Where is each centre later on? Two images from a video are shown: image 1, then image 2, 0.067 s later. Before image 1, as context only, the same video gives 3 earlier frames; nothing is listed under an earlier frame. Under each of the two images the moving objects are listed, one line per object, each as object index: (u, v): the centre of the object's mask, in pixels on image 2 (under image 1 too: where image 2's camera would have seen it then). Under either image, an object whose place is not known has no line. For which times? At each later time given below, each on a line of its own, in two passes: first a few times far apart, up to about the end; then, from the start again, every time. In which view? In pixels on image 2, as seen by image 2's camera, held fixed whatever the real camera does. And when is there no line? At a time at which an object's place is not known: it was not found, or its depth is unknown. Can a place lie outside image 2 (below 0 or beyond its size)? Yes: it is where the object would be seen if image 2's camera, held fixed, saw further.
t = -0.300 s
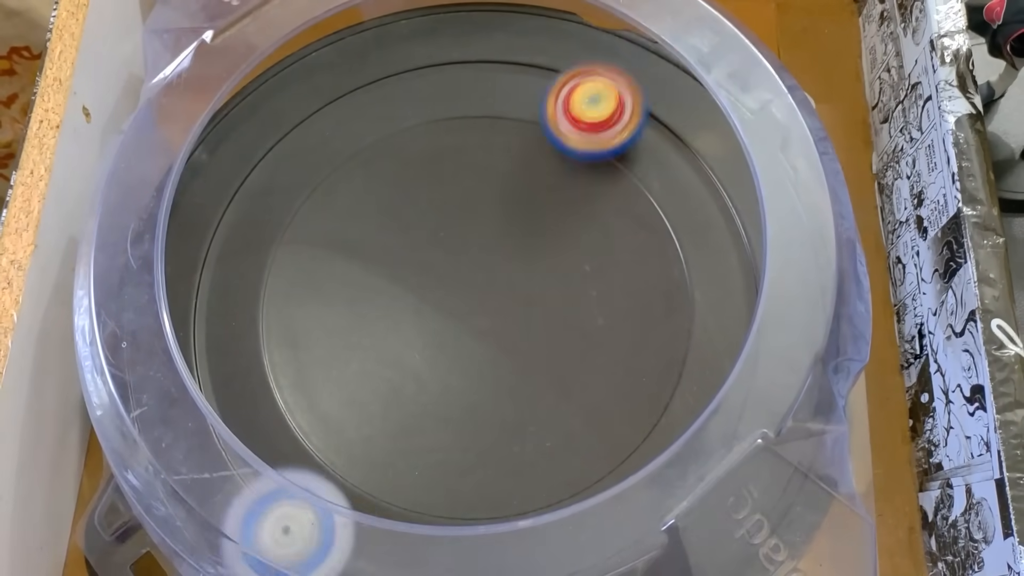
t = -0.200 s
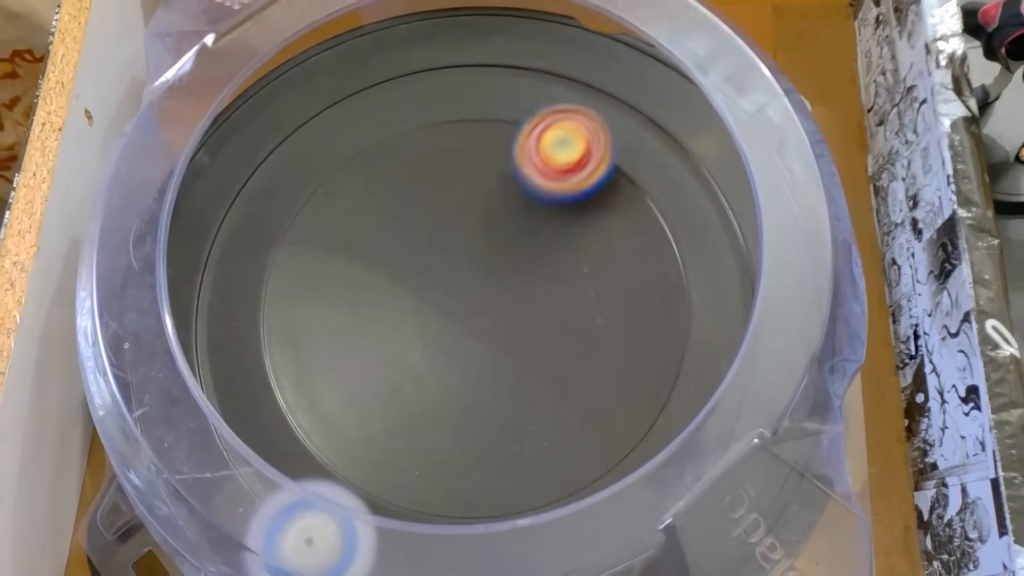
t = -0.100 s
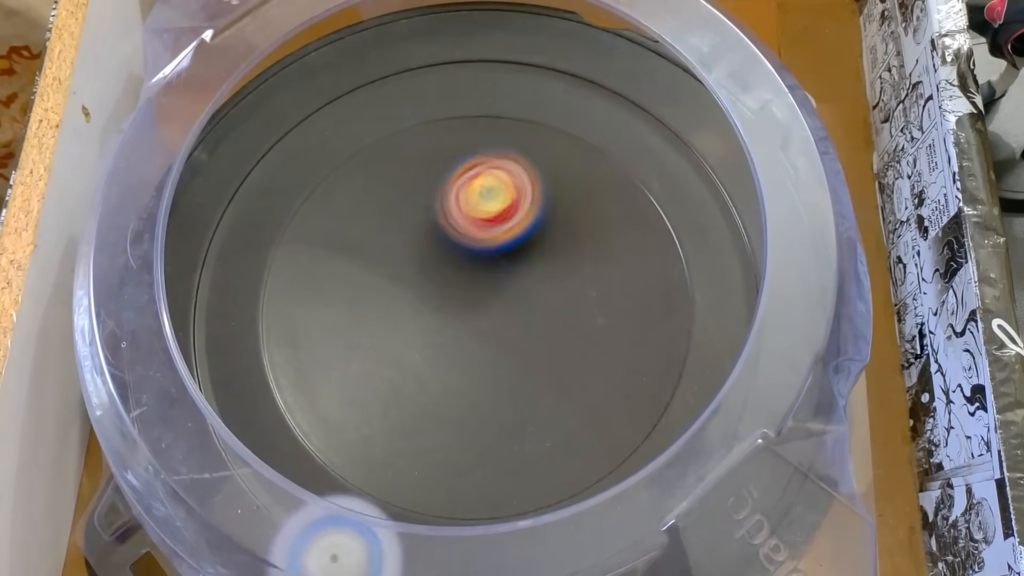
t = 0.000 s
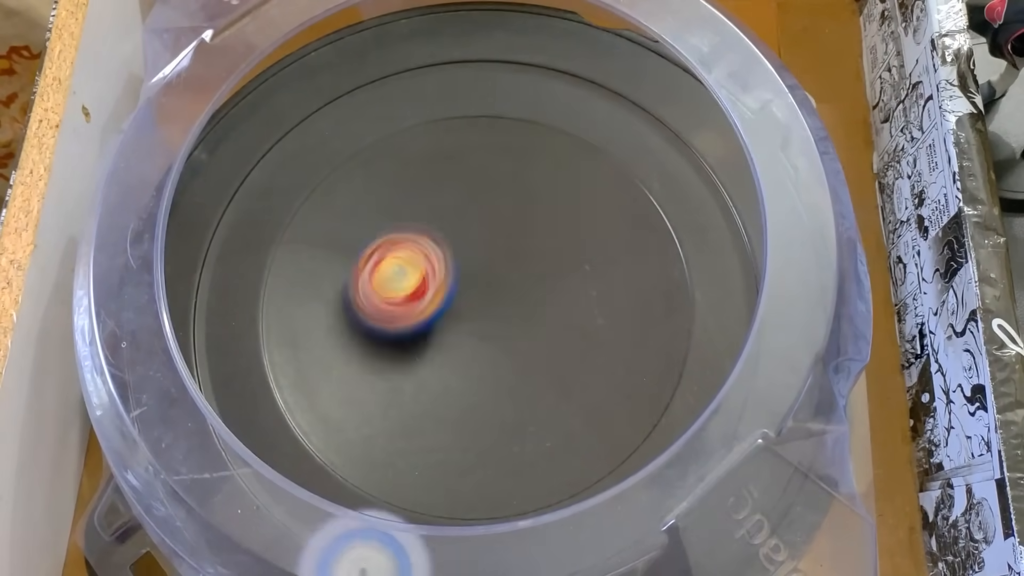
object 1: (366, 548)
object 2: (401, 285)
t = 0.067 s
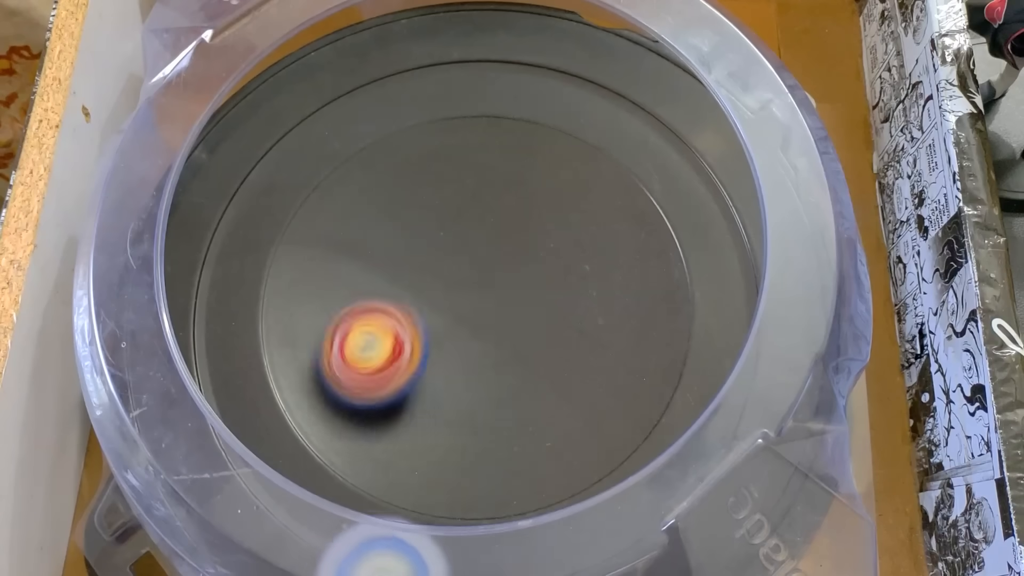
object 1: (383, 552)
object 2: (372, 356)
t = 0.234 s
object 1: (424, 561)
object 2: (452, 469)
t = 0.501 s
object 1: (482, 448)
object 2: (643, 244)
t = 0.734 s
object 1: (457, 274)
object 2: (426, 147)
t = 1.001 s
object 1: (540, 241)
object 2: (247, 383)
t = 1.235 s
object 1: (555, 362)
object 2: (367, 531)
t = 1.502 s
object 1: (367, 332)
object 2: (578, 534)
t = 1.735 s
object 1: (423, 156)
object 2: (618, 468)
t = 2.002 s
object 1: (625, 124)
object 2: (572, 270)
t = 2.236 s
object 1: (596, 60)
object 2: (382, 429)
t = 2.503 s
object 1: (547, 76)
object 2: (522, 406)
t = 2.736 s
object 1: (470, 51)
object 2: (473, 197)
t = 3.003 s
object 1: (401, 67)
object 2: (264, 231)
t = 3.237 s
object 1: (355, 88)
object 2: (210, 257)
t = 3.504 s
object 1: (293, 151)
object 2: (235, 259)
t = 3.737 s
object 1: (288, 145)
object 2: (282, 319)
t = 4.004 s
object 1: (294, 174)
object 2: (524, 391)
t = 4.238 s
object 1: (366, 205)
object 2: (589, 201)
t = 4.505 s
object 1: (512, 304)
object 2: (413, 133)
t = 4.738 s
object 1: (495, 416)
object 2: (349, 318)
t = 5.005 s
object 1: (618, 524)
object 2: (400, 368)
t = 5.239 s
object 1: (741, 520)
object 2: (550, 334)
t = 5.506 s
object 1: (747, 434)
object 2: (472, 209)
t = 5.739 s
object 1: (734, 350)
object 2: (371, 307)
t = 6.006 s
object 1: (711, 231)
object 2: (517, 387)
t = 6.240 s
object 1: (669, 144)
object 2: (574, 253)
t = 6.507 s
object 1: (587, 76)
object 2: (416, 223)
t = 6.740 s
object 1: (501, 64)
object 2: (390, 366)
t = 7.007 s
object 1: (390, 78)
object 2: (556, 375)
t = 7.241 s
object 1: (304, 119)
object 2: (549, 232)
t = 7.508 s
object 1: (235, 198)
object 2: (388, 248)
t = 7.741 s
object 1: (208, 284)
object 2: (394, 381)
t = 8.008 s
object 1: (220, 389)
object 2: (560, 349)
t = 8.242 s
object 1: (273, 466)
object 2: (526, 219)
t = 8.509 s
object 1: (371, 514)
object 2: (379, 260)
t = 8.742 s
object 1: (471, 514)
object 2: (425, 385)
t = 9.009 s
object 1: (525, 450)
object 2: (572, 327)
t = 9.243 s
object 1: (510, 322)
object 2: (516, 214)
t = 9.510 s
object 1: (512, 257)
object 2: (348, 205)
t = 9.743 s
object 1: (518, 225)
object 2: (351, 347)
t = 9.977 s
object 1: (487, 242)
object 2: (510, 385)
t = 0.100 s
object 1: (391, 555)
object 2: (370, 393)
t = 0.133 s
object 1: (400, 556)
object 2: (376, 426)
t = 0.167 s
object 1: (408, 556)
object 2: (393, 454)
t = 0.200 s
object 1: (417, 559)
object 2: (416, 474)
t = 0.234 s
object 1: (424, 561)
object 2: (452, 469)
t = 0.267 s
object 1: (432, 550)
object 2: (489, 453)
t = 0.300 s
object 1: (440, 539)
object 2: (526, 433)
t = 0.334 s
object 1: (449, 528)
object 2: (562, 411)
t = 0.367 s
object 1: (458, 518)
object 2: (596, 386)
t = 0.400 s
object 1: (468, 508)
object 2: (624, 355)
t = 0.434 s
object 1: (476, 491)
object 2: (641, 320)
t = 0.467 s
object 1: (480, 469)
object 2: (648, 281)
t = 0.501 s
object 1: (482, 448)
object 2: (643, 244)
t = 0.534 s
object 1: (480, 422)
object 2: (629, 211)
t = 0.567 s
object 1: (476, 395)
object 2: (606, 181)
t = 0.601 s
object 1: (469, 368)
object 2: (576, 160)
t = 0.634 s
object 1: (463, 340)
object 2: (541, 146)
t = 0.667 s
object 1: (458, 316)
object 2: (504, 139)
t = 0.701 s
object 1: (456, 294)
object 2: (465, 140)
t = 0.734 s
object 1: (457, 274)
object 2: (426, 147)
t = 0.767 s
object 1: (461, 257)
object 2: (386, 162)
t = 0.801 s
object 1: (469, 241)
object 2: (349, 182)
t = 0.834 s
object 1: (478, 231)
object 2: (317, 208)
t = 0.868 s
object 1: (489, 225)
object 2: (291, 238)
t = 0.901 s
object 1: (501, 223)
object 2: (270, 271)
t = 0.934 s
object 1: (514, 225)
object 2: (255, 309)
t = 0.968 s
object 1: (526, 232)
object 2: (248, 347)
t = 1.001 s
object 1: (540, 241)
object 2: (247, 383)
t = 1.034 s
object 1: (552, 253)
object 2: (239, 418)
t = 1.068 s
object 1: (562, 267)
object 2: (233, 453)
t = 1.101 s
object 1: (569, 284)
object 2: (242, 479)
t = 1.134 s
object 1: (573, 303)
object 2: (266, 502)
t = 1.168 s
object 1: (572, 323)
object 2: (300, 517)
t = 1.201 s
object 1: (567, 343)
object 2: (335, 525)
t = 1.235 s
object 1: (555, 362)
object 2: (367, 531)
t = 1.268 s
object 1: (538, 378)
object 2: (395, 538)
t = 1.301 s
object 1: (517, 390)
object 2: (411, 544)
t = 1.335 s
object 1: (492, 397)
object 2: (430, 548)
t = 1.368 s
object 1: (463, 398)
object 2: (457, 549)
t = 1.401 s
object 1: (435, 391)
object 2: (487, 548)
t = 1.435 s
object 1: (407, 376)
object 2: (523, 543)
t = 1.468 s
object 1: (384, 355)
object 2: (556, 538)
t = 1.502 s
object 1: (367, 332)
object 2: (578, 534)
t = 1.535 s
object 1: (356, 304)
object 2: (591, 530)
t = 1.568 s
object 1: (353, 276)
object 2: (600, 525)
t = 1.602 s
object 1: (356, 247)
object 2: (605, 519)
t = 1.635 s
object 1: (366, 220)
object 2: (610, 511)
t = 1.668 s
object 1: (381, 196)
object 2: (615, 498)
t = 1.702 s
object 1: (400, 173)
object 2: (617, 484)
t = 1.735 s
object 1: (423, 156)
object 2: (618, 468)
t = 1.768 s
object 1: (448, 144)
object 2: (613, 445)
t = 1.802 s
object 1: (475, 135)
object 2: (619, 431)
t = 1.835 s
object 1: (503, 130)
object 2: (624, 409)
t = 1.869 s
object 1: (530, 130)
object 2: (624, 378)
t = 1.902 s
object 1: (556, 134)
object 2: (622, 345)
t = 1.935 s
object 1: (581, 143)
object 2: (613, 305)
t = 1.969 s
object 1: (602, 155)
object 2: (598, 267)
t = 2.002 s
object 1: (625, 124)
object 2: (572, 270)
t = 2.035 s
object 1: (636, 77)
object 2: (538, 308)
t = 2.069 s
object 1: (635, 66)
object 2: (502, 342)
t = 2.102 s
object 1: (625, 70)
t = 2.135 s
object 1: (616, 60)
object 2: (434, 391)
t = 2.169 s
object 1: (608, 57)
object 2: (409, 407)
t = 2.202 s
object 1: (601, 60)
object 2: (392, 419)
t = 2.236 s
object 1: (596, 60)
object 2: (382, 429)
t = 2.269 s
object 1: (590, 54)
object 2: (382, 435)
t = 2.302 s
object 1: (585, 58)
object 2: (387, 441)
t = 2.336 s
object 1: (580, 61)
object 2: (399, 448)
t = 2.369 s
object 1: (574, 68)
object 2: (420, 453)
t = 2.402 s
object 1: (569, 73)
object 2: (444, 453)
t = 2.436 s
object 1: (564, 76)
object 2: (472, 445)
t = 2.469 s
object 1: (557, 76)
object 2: (501, 428)
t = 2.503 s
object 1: (547, 76)
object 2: (522, 406)
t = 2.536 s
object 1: (537, 74)
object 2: (538, 374)
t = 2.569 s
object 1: (524, 69)
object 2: (546, 342)
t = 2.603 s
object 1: (511, 65)
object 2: (545, 307)
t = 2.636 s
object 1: (499, 59)
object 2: (537, 272)
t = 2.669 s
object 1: (487, 53)
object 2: (520, 242)
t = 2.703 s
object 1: (477, 49)
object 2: (499, 217)
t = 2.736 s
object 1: (470, 51)
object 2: (473, 197)
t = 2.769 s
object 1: (466, 55)
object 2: (447, 185)
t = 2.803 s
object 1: (461, 58)
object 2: (418, 180)
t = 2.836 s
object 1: (455, 59)
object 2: (386, 177)
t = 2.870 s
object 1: (446, 61)
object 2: (358, 180)
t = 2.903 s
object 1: (436, 63)
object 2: (329, 188)
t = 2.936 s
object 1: (425, 65)
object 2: (305, 199)
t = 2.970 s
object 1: (414, 65)
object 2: (282, 215)
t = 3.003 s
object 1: (401, 67)
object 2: (264, 231)
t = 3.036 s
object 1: (389, 70)
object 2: (246, 245)
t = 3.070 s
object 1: (377, 71)
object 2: (234, 252)
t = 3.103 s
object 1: (369, 74)
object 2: (223, 255)
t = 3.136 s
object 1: (365, 77)
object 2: (216, 251)
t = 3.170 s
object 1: (362, 80)
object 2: (211, 248)
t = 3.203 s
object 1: (359, 84)
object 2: (210, 250)
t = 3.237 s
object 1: (355, 88)
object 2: (210, 257)
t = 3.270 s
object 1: (349, 95)
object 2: (212, 268)
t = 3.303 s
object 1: (343, 101)
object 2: (214, 275)
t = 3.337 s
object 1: (335, 108)
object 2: (216, 275)
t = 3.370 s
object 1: (327, 117)
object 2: (218, 273)
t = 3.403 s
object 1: (319, 124)
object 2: (221, 271)
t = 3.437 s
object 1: (310, 132)
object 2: (225, 267)
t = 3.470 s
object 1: (301, 142)
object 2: (230, 263)
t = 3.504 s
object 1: (293, 151)
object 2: (235, 259)
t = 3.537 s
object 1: (286, 156)
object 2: (240, 257)
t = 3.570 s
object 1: (284, 149)
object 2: (243, 269)
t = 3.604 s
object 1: (285, 145)
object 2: (246, 275)
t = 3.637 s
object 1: (285, 144)
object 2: (250, 280)
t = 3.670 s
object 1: (287, 143)
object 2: (257, 288)
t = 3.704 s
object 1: (288, 144)
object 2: (268, 303)
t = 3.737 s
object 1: (288, 145)
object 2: (282, 319)
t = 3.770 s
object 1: (290, 146)
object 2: (300, 340)
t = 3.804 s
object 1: (291, 148)
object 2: (319, 360)
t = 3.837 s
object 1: (291, 150)
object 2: (348, 384)
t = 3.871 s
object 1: (294, 155)
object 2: (380, 401)
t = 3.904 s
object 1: (293, 160)
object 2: (415, 410)
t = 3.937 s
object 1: (294, 164)
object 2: (454, 413)
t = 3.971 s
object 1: (293, 170)
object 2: (489, 405)
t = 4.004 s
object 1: (294, 174)
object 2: (524, 391)
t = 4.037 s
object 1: (296, 179)
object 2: (552, 372)
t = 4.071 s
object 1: (296, 183)
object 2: (574, 348)
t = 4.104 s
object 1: (302, 187)
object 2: (590, 320)
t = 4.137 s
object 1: (312, 192)
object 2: (599, 290)
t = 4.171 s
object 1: (327, 196)
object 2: (601, 261)
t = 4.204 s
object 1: (346, 201)
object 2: (599, 229)
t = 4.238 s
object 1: (366, 205)
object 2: (589, 201)
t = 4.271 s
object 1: (389, 209)
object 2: (576, 177)
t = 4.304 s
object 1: (411, 214)
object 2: (557, 157)
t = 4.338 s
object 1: (436, 222)
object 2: (536, 145)
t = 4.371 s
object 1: (457, 233)
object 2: (511, 136)
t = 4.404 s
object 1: (476, 249)
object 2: (487, 125)
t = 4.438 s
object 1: (491, 269)
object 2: (464, 121)
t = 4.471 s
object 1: (504, 285)
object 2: (438, 124)
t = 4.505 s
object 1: (512, 304)
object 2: (413, 133)
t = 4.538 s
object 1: (518, 321)
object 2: (390, 150)
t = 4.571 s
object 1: (522, 341)
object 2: (369, 169)
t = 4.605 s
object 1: (523, 357)
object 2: (353, 195)
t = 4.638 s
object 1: (519, 376)
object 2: (342, 225)
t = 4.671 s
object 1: (513, 390)
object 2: (336, 255)
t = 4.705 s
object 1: (504, 405)
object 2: (339, 287)
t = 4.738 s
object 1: (495, 416)
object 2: (349, 318)
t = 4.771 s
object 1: (483, 425)
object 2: (363, 347)
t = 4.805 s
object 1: (478, 433)
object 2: (380, 369)
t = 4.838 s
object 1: (507, 457)
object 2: (371, 367)
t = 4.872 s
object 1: (533, 475)
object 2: (365, 366)
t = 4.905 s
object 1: (558, 492)
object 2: (366, 364)
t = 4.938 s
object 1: (580, 507)
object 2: (373, 364)
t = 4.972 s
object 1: (600, 517)
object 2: (384, 365)
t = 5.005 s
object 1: (618, 524)
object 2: (400, 368)
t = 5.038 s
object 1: (635, 525)
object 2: (420, 374)
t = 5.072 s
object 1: (648, 523)
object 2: (443, 380)
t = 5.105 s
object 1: (662, 523)
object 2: (466, 381)
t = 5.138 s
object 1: (677, 521)
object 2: (492, 378)
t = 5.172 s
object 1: (691, 522)
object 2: (517, 368)
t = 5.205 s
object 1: (720, 521)
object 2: (534, 354)
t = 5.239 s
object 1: (741, 520)
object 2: (550, 334)
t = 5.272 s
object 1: (759, 516)
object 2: (558, 313)
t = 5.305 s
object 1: (768, 508)
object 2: (560, 291)
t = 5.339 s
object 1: (772, 496)
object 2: (555, 269)
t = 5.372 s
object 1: (769, 480)
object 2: (546, 249)
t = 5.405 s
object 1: (767, 467)
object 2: (534, 233)
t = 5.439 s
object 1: (759, 457)
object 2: (513, 219)
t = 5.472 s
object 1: (753, 446)
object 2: (494, 212)
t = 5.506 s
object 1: (747, 434)
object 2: (472, 209)
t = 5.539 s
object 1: (745, 422)
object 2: (449, 212)
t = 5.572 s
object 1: (743, 409)
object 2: (426, 219)
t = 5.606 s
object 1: (742, 391)
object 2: (407, 229)
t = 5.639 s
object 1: (746, 380)
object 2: (391, 244)
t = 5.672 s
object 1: (747, 370)
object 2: (380, 265)
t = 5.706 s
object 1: (743, 362)
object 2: (372, 286)
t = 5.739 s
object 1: (734, 350)
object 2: (371, 307)
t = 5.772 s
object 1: (728, 336)
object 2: (377, 329)
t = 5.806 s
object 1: (724, 320)
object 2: (388, 350)
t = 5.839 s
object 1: (714, 303)
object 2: (400, 370)
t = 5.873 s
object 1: (715, 288)
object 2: (419, 382)
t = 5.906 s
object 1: (716, 274)
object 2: (443, 391)
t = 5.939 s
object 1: (715, 260)
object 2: (469, 396)
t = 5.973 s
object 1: (713, 245)
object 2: (495, 394)
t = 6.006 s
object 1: (711, 231)
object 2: (517, 387)
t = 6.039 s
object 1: (707, 217)
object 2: (539, 374)
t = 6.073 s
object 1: (703, 204)
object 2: (559, 358)
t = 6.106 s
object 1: (698, 192)
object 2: (572, 339)
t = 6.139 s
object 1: (692, 179)
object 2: (580, 318)
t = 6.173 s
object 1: (685, 167)
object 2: (584, 293)
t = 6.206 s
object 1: (678, 156)
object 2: (581, 273)
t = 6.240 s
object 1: (669, 144)
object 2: (574, 253)
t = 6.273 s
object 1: (660, 134)
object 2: (560, 234)
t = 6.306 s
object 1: (651, 124)
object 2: (545, 219)
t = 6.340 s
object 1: (641, 114)
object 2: (526, 207)
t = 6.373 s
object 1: (631, 105)
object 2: (505, 202)
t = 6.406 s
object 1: (620, 97)
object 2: (482, 202)
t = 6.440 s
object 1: (609, 88)
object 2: (457, 205)
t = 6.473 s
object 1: (598, 81)
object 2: (435, 212)
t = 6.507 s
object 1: (587, 76)
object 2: (416, 223)
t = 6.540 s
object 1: (577, 72)
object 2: (399, 238)
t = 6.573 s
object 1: (569, 71)
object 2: (385, 260)
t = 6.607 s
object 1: (557, 70)
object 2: (375, 281)
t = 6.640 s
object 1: (544, 69)
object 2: (371, 301)
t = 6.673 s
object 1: (530, 67)
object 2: (372, 324)
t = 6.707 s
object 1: (515, 66)
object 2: (379, 346)
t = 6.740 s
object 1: (501, 64)
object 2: (390, 366)
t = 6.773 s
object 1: (487, 63)
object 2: (405, 384)
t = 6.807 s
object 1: (473, 64)
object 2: (424, 396)
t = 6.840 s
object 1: (459, 64)
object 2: (444, 404)
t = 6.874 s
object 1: (445, 66)
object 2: (469, 407)
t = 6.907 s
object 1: (431, 68)
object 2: (494, 406)
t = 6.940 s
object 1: (417, 70)
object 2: (518, 401)
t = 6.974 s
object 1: (403, 74)
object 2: (539, 390)
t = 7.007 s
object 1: (390, 78)
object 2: (556, 375)
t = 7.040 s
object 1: (376, 82)
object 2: (570, 355)
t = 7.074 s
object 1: (364, 87)
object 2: (581, 334)
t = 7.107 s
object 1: (351, 92)
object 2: (584, 311)
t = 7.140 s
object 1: (339, 98)
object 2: (583, 290)
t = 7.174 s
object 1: (326, 104)
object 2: (576, 268)
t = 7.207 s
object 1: (315, 111)
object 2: (564, 249)
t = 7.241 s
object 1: (304, 119)
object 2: (549, 232)
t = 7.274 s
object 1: (293, 128)
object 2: (529, 221)
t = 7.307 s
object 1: (284, 137)
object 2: (510, 213)
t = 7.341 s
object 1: (274, 146)
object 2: (488, 210)
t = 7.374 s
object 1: (265, 156)
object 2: (464, 211)
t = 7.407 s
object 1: (257, 166)
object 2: (443, 215)
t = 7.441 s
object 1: (249, 176)
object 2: (422, 223)
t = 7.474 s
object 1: (241, 187)
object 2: (404, 234)
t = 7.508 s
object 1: (235, 198)
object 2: (388, 248)
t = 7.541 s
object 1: (230, 209)
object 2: (377, 265)
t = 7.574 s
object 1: (224, 222)
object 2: (369, 286)
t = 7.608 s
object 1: (220, 234)
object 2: (365, 307)
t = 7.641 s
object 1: (217, 246)
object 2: (365, 328)
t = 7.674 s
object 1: (215, 260)
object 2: (370, 347)
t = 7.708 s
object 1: (214, 272)
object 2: (380, 365)
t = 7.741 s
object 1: (208, 284)
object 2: (394, 381)
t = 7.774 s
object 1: (206, 298)
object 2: (414, 394)
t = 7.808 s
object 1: (206, 311)
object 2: (437, 402)
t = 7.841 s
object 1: (206, 324)
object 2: (460, 405)
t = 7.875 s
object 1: (207, 337)
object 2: (484, 403)
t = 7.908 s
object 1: (209, 350)
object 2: (508, 396)
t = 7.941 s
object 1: (212, 363)
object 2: (527, 384)
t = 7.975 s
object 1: (215, 376)
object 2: (545, 369)
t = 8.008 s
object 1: (220, 389)
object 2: (560, 349)
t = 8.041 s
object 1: (225, 402)
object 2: (569, 329)
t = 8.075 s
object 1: (231, 413)
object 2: (573, 307)
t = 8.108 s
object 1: (238, 424)
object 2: (572, 285)
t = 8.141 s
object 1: (246, 436)
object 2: (567, 266)
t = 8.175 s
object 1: (254, 446)
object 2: (556, 247)
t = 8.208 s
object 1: (263, 456)
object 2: (542, 231)
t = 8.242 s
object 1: (273, 466)
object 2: (526, 219)
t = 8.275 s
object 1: (283, 474)
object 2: (507, 209)
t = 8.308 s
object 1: (295, 483)
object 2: (486, 204)
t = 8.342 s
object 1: (306, 491)
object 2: (465, 204)
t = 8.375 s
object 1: (318, 498)
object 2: (445, 207)
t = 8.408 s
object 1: (330, 504)
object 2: (424, 216)
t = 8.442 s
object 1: (343, 508)
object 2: (406, 227)
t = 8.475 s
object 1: (357, 512)
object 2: (391, 242)
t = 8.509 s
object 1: (371, 514)
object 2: (379, 260)
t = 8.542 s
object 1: (386, 516)
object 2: (371, 280)
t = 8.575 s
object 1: (400, 518)
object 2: (368, 300)
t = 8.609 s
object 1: (415, 519)
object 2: (371, 321)
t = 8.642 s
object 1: (430, 519)
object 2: (378, 341)
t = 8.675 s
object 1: (443, 518)
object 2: (388, 359)
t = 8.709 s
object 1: (457, 516)
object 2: (404, 375)
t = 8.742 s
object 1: (471, 514)
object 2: (425, 385)
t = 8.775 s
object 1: (486, 511)
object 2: (446, 392)
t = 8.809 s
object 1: (500, 508)
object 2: (468, 395)
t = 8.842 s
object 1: (513, 503)
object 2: (493, 392)
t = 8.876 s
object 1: (523, 497)
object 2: (515, 386)
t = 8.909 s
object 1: (527, 488)
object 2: (535, 375)
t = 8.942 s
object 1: (526, 471)
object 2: (551, 362)
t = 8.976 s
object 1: (526, 463)
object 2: (563, 346)
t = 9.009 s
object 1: (525, 450)
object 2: (572, 327)
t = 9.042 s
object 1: (523, 433)
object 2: (576, 307)
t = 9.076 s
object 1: (522, 415)
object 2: (576, 288)
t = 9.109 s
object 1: (520, 397)
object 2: (571, 269)
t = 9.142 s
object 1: (518, 379)
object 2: (563, 251)
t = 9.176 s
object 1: (515, 361)
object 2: (551, 236)
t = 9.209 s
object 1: (512, 341)
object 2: (535, 224)
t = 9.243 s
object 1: (510, 322)
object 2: (516, 214)
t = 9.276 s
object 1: (513, 319)
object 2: (493, 193)
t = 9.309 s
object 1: (512, 315)
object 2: (469, 179)
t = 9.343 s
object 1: (510, 308)
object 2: (448, 172)
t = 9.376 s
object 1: (508, 298)
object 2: (425, 172)
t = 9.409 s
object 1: (508, 287)
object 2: (404, 175)
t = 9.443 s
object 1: (509, 277)
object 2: (384, 182)
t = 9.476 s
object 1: (510, 267)
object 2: (366, 192)
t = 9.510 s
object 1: (512, 257)
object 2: (348, 205)
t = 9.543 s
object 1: (515, 248)
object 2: (336, 221)
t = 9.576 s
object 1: (518, 242)
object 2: (326, 240)
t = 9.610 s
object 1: (520, 236)
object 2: (321, 261)
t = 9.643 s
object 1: (521, 231)
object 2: (320, 284)
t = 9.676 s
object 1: (521, 228)
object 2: (326, 306)
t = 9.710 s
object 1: (520, 226)
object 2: (336, 328)
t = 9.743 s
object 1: (518, 225)
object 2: (351, 347)
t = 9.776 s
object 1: (516, 225)
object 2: (368, 364)
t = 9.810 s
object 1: (512, 226)
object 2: (389, 378)
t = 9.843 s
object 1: (508, 228)
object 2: (413, 388)
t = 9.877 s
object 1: (503, 231)
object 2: (437, 393)
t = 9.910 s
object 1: (498, 234)
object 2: (462, 394)
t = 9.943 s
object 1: (492, 238)
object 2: (487, 391)
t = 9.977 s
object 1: (487, 242)
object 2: (510, 385)
